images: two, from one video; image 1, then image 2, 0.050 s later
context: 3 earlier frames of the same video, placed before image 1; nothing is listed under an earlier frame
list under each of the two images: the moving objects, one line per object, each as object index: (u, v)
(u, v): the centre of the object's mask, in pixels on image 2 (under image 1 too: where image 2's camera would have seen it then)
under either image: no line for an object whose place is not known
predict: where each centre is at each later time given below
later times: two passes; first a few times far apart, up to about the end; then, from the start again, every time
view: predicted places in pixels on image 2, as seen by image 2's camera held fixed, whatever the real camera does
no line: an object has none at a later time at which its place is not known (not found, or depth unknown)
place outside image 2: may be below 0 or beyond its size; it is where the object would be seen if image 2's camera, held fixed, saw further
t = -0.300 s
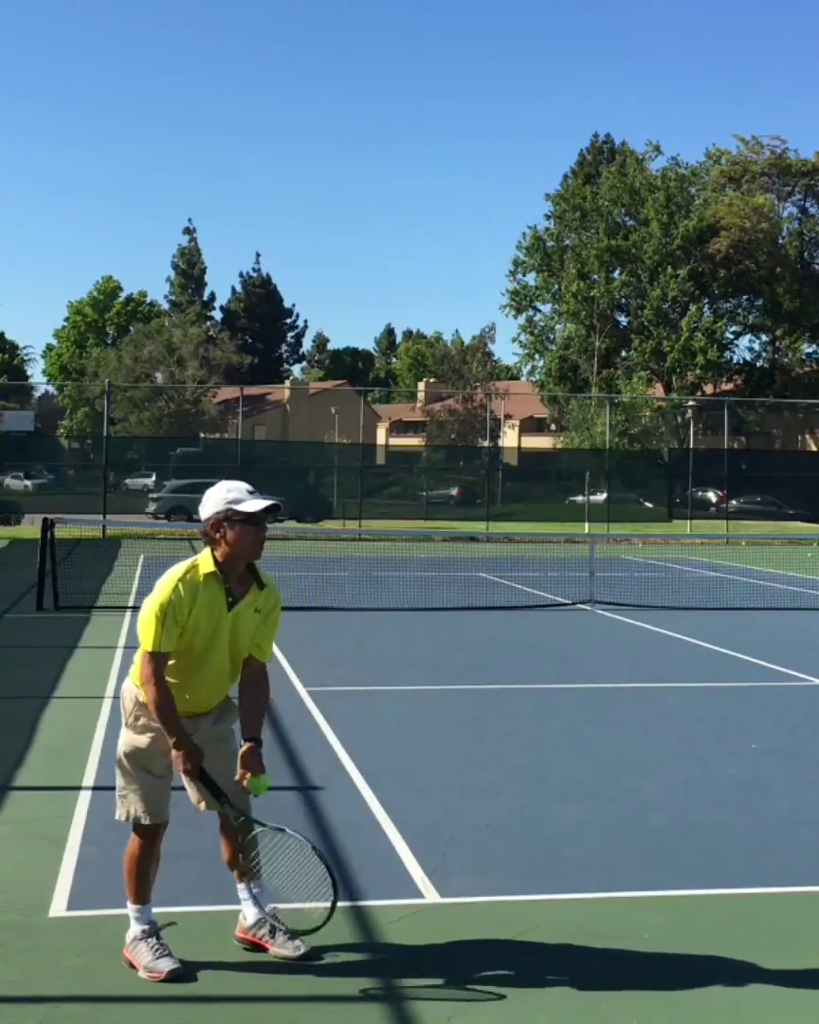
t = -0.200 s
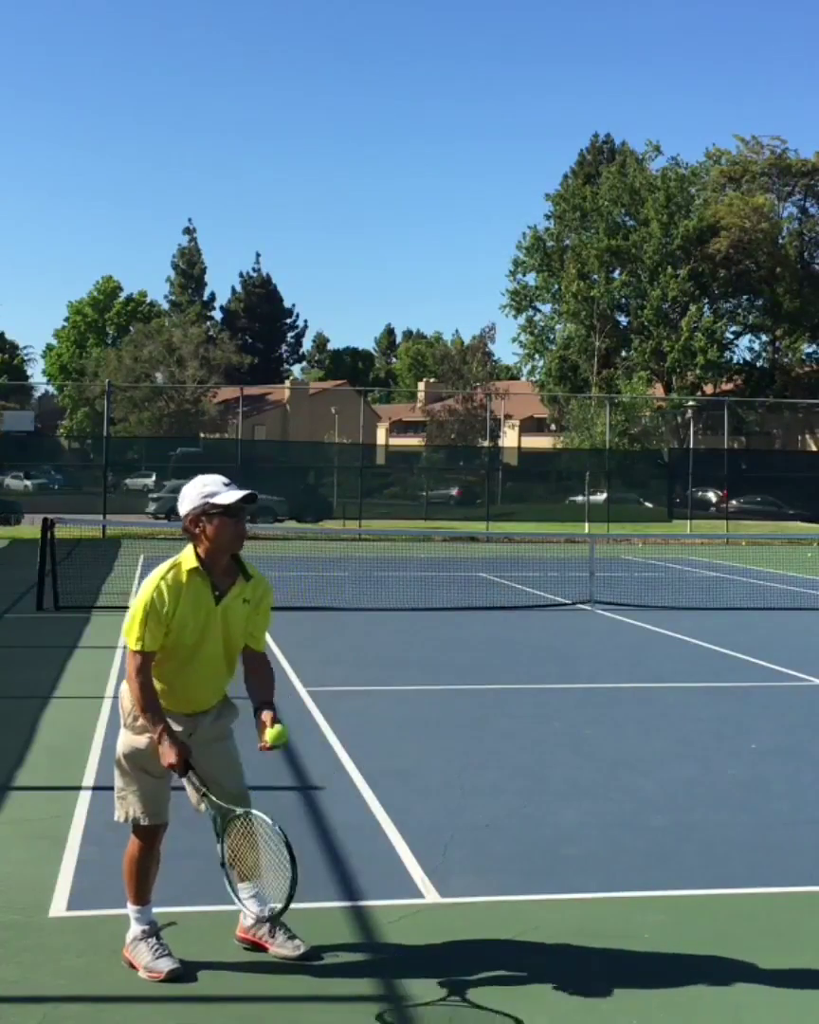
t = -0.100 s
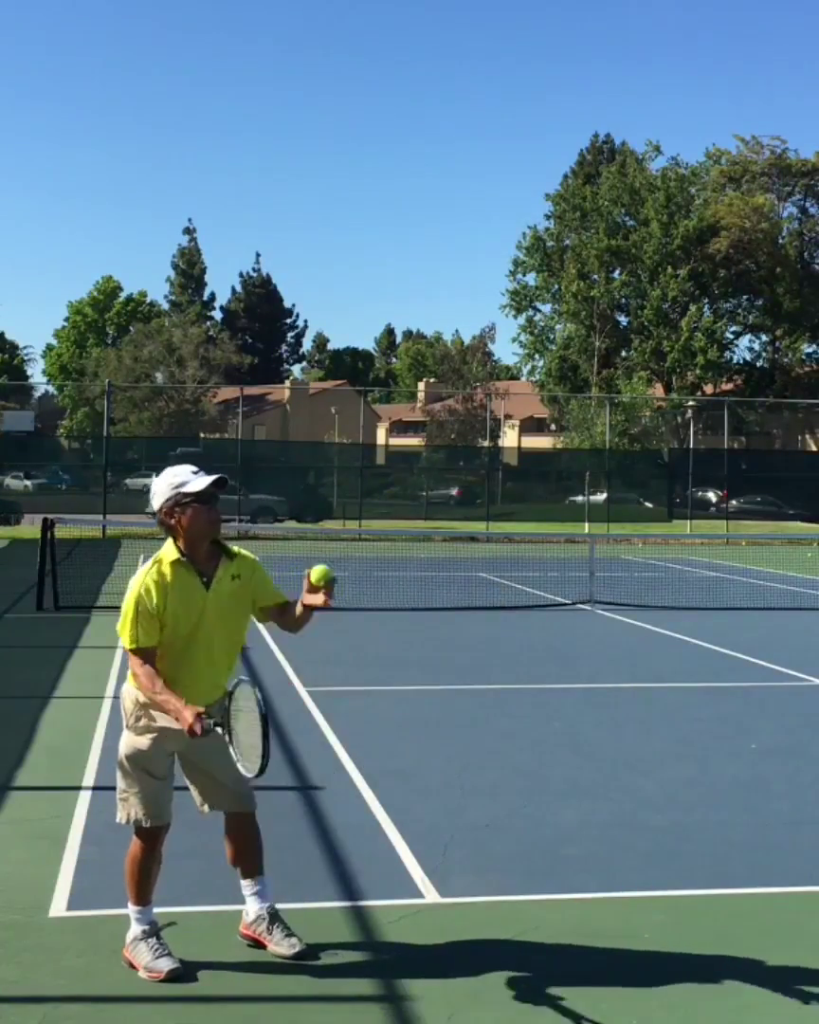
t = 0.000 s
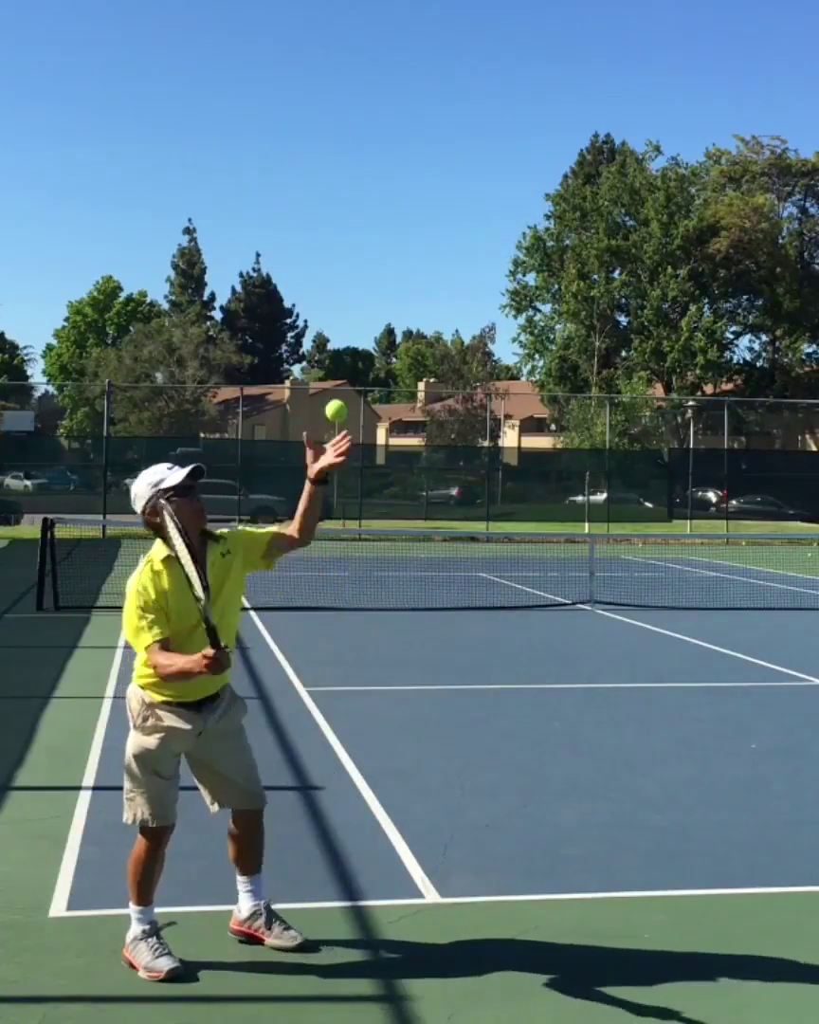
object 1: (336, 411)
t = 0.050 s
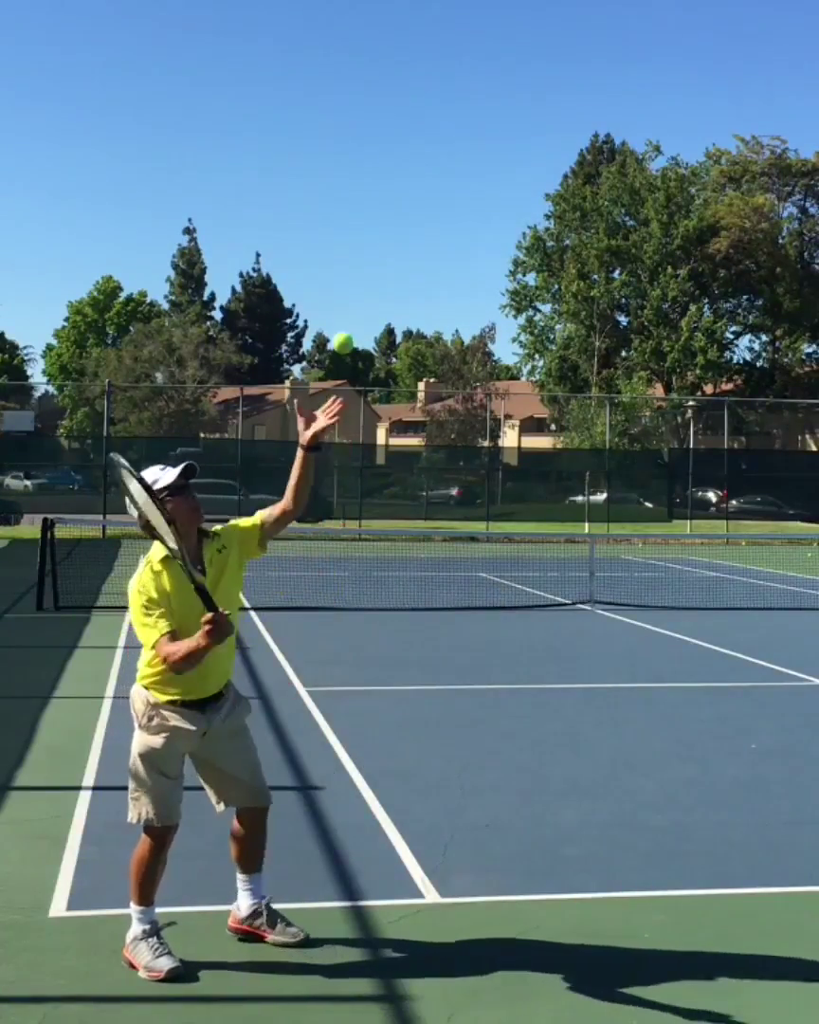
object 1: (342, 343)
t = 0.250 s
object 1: (366, 162)
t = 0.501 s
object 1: (389, 114)
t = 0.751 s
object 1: (407, 234)
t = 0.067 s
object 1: (344, 322)
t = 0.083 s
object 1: (347, 303)
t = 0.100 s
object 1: (349, 284)
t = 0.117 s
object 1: (351, 267)
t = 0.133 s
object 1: (353, 251)
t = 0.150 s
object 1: (355, 235)
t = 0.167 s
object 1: (357, 221)
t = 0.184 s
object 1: (359, 208)
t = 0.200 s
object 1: (361, 195)
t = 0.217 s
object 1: (363, 183)
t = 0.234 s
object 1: (364, 172)
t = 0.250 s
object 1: (366, 162)
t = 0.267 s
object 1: (368, 153)
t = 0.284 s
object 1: (370, 145)
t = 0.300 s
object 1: (371, 138)
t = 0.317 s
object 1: (373, 131)
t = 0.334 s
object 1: (375, 126)
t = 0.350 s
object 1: (376, 121)
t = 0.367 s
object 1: (378, 117)
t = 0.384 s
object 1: (380, 114)
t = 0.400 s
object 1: (381, 111)
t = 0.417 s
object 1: (383, 110)
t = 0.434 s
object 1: (384, 110)
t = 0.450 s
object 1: (385, 109)
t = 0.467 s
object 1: (387, 110)
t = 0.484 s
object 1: (388, 112)
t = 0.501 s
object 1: (389, 114)
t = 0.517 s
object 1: (391, 117)
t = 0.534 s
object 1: (392, 121)
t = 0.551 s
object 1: (393, 126)
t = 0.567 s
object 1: (395, 130)
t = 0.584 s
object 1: (396, 137)
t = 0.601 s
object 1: (397, 143)
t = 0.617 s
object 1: (398, 150)
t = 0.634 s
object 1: (399, 159)
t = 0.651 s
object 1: (401, 167)
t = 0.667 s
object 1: (402, 177)
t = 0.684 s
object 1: (403, 187)
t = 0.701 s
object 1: (404, 198)
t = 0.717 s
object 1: (405, 210)
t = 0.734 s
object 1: (406, 222)
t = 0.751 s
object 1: (407, 234)
